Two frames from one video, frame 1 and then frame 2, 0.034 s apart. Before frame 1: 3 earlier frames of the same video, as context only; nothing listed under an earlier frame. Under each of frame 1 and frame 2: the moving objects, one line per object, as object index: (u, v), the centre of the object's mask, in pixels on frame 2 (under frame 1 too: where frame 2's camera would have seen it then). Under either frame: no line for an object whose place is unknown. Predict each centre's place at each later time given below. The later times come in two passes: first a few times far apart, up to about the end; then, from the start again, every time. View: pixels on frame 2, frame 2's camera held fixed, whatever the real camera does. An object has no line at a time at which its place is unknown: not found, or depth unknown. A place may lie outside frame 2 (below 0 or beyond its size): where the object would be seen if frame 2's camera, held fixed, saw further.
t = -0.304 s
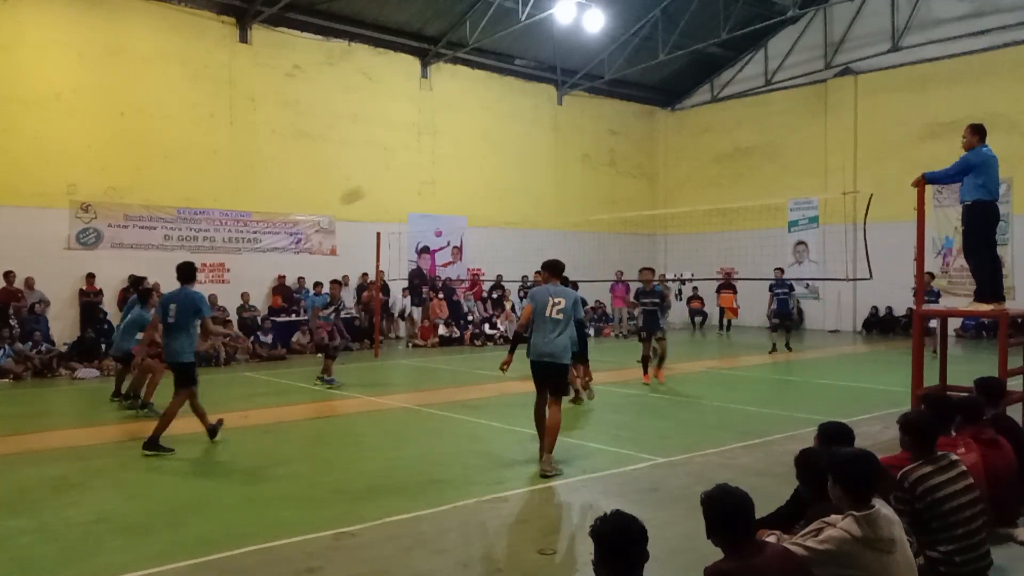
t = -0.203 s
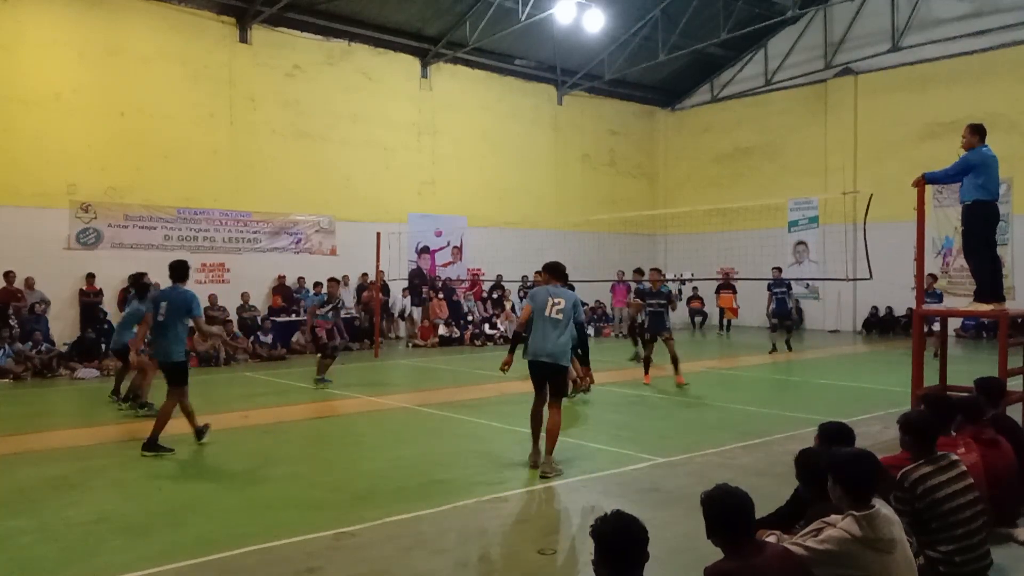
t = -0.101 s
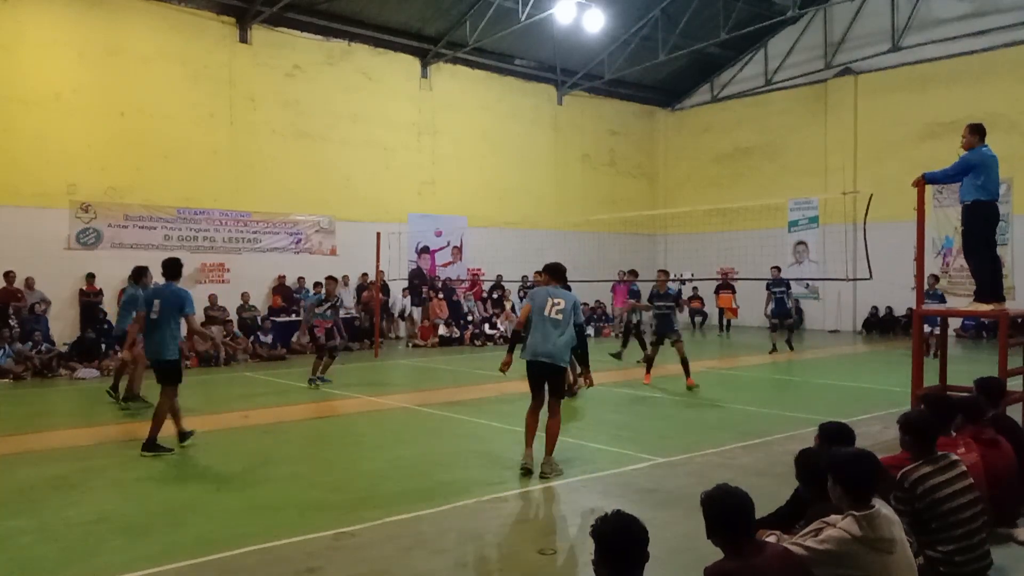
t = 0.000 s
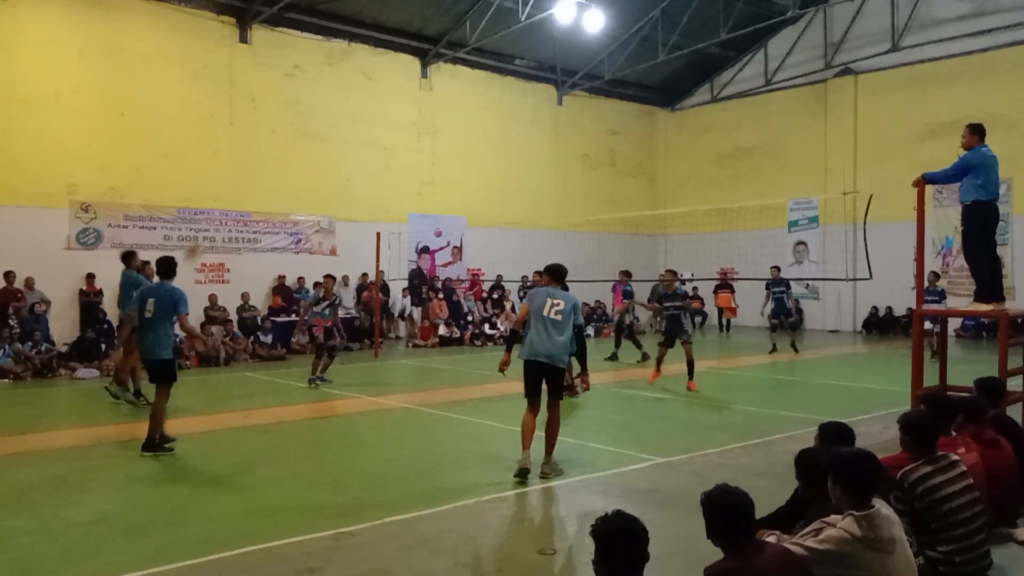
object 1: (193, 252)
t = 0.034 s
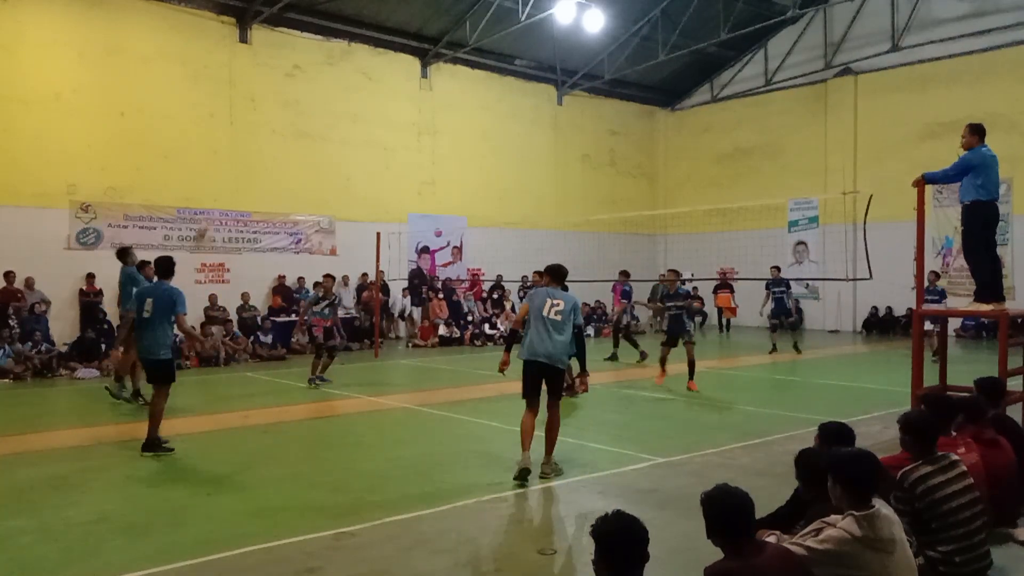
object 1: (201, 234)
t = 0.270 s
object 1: (267, 153)
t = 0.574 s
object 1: (342, 113)
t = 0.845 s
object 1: (405, 136)
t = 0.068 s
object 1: (212, 221)
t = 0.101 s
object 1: (220, 208)
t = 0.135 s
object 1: (230, 196)
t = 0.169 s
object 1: (240, 183)
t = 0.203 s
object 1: (249, 172)
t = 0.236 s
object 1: (259, 162)
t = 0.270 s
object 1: (267, 153)
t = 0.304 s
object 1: (276, 145)
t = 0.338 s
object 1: (285, 138)
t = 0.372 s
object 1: (293, 131)
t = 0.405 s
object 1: (301, 126)
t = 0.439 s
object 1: (310, 121)
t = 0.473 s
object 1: (317, 118)
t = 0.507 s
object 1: (325, 116)
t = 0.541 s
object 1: (334, 114)
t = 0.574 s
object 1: (342, 113)
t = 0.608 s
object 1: (350, 113)
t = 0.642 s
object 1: (359, 114)
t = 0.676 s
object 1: (366, 115)
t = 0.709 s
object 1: (374, 118)
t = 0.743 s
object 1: (382, 121)
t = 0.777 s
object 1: (390, 125)
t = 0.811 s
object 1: (398, 130)
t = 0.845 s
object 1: (405, 136)
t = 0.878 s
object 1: (412, 142)
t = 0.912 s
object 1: (420, 150)
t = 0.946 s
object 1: (427, 158)
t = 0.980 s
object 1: (434, 167)
